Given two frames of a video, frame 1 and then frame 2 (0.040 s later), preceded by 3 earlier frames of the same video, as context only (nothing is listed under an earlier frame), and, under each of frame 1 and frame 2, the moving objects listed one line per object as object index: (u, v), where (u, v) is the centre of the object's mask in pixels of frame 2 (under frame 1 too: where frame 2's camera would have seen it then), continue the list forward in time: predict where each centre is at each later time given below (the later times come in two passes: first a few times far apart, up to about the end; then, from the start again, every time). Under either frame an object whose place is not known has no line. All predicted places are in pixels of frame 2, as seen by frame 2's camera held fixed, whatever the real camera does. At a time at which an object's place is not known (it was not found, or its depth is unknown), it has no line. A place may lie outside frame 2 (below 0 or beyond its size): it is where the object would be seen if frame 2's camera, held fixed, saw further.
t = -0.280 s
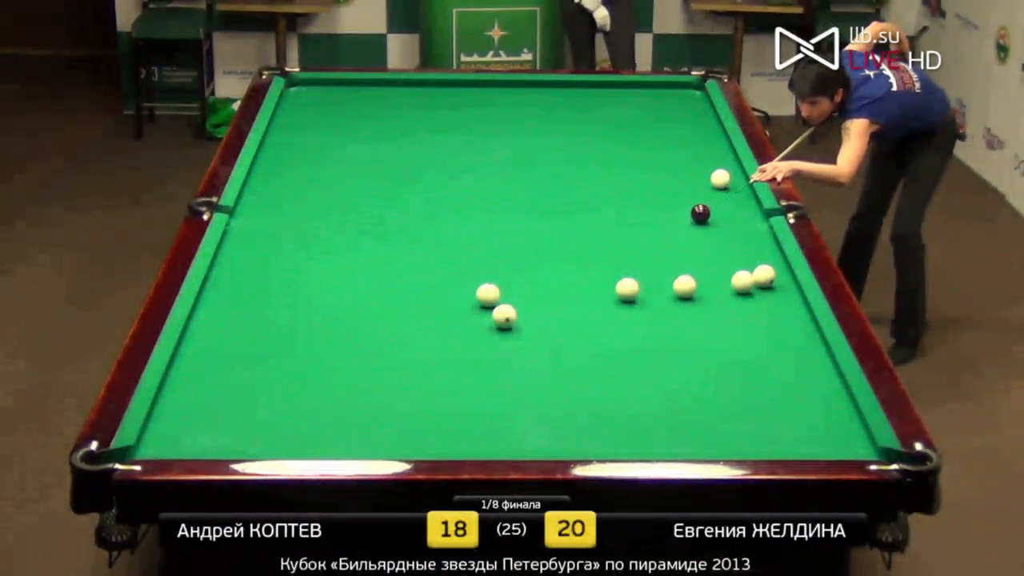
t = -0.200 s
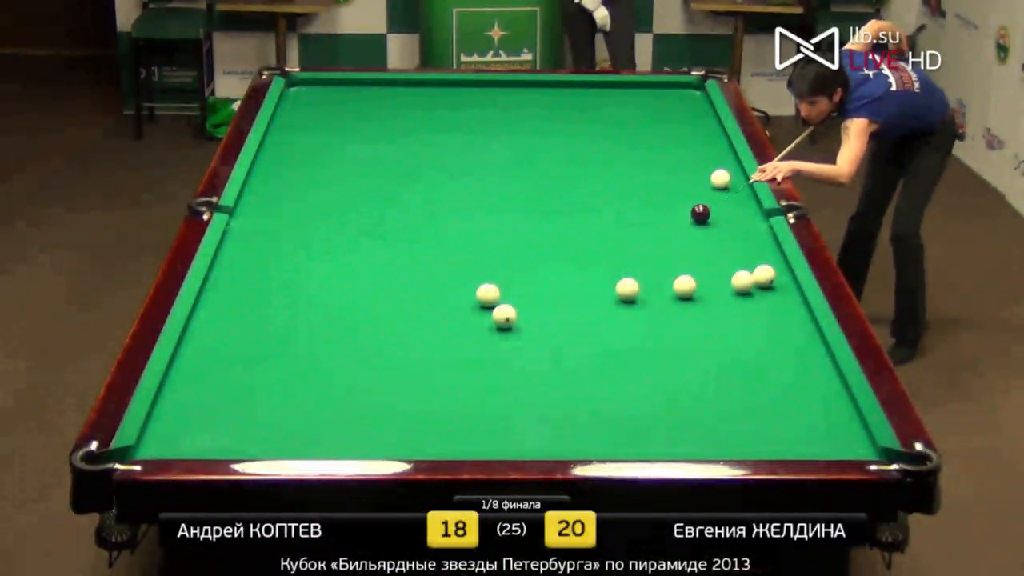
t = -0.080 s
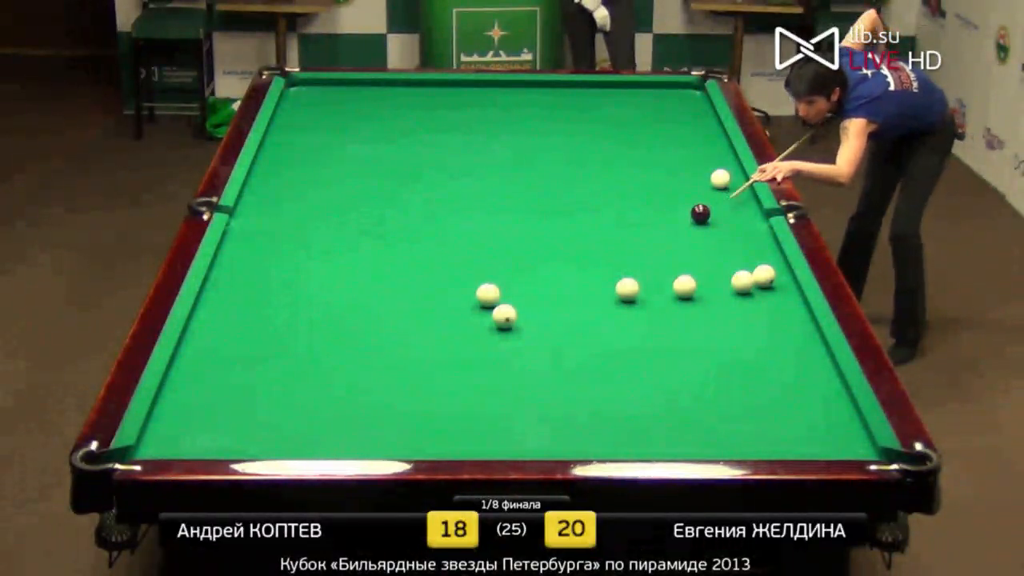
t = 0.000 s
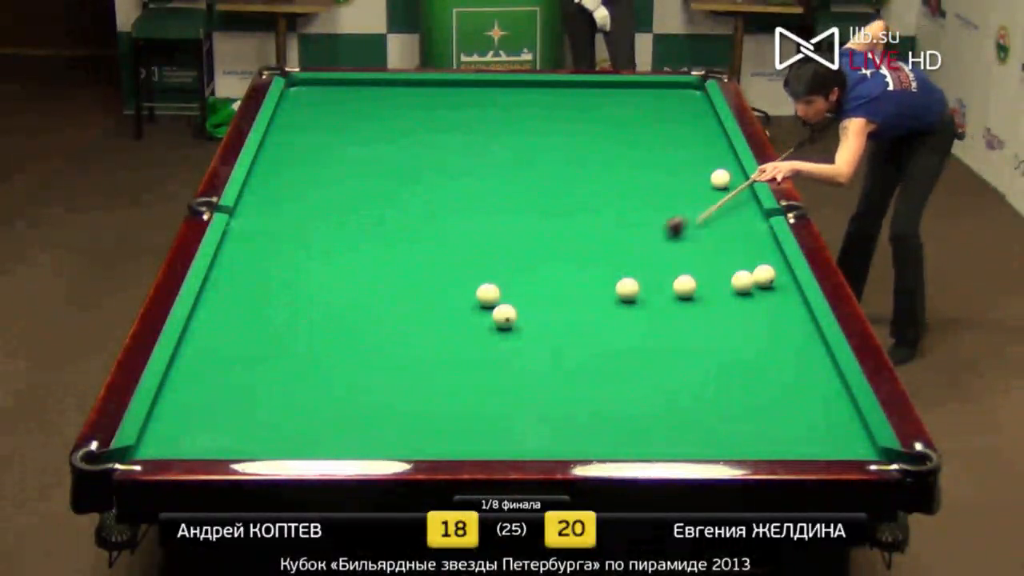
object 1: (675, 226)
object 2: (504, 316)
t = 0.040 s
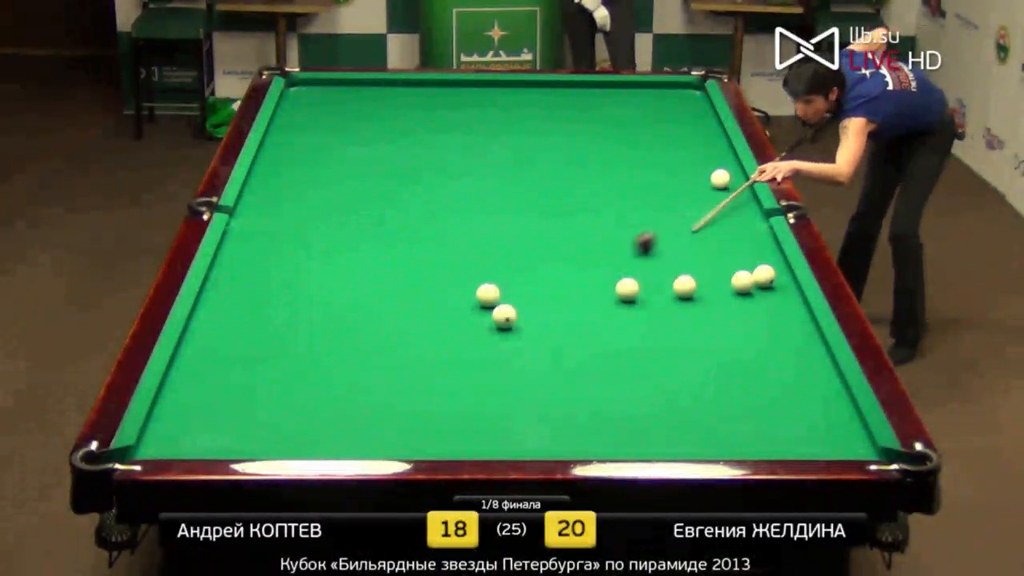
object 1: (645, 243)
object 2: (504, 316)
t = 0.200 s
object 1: (521, 312)
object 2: (492, 319)
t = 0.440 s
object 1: (562, 324)
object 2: (204, 424)
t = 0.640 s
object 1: (596, 331)
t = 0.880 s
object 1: (636, 340)
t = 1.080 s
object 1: (669, 348)
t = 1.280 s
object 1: (701, 355)
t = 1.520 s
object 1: (740, 363)
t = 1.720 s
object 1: (772, 370)
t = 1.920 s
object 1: (803, 377)
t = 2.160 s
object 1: (832, 385)
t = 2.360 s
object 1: (820, 387)
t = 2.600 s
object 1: (806, 390)
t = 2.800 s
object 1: (796, 392)
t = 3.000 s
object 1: (787, 394)
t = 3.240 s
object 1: (776, 396)
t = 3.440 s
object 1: (767, 398)
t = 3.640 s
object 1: (760, 399)
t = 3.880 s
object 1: (752, 401)
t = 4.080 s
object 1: (746, 402)
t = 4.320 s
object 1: (740, 403)
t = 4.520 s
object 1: (736, 404)
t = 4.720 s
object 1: (733, 404)
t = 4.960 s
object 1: (730, 405)
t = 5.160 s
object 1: (729, 405)
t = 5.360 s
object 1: (729, 405)
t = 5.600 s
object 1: (729, 405)
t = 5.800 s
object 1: (729, 405)
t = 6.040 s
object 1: (729, 405)
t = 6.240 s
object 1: (729, 405)
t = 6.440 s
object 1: (729, 405)
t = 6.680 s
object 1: (729, 405)
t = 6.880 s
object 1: (729, 405)
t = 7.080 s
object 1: (729, 405)
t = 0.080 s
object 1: (612, 260)
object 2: (504, 316)
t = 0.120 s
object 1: (579, 278)
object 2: (504, 316)
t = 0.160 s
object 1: (545, 296)
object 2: (504, 316)
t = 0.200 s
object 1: (521, 312)
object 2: (492, 319)
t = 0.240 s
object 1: (528, 315)
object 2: (448, 335)
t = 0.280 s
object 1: (536, 318)
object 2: (402, 351)
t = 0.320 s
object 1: (542, 320)
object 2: (354, 369)
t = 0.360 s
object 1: (549, 321)
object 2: (306, 387)
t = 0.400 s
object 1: (556, 323)
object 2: (255, 405)
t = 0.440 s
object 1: (562, 324)
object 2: (204, 424)
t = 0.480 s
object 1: (569, 326)
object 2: (150, 443)
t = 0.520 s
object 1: (576, 327)
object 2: (123, 456)
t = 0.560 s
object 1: (583, 328)
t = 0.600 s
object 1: (589, 330)
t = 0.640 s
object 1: (596, 331)
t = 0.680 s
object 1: (603, 333)
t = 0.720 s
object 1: (609, 335)
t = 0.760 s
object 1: (616, 336)
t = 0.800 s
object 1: (622, 337)
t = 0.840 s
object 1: (629, 339)
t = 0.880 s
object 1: (636, 340)
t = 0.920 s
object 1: (642, 342)
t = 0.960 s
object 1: (649, 343)
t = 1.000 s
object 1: (655, 345)
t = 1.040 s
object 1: (662, 346)
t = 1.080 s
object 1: (669, 348)
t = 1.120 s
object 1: (675, 349)
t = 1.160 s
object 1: (682, 350)
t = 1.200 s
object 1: (688, 352)
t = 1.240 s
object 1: (695, 353)
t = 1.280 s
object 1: (701, 355)
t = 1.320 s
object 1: (708, 356)
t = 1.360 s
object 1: (714, 358)
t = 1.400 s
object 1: (721, 359)
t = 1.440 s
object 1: (727, 361)
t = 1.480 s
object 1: (734, 362)
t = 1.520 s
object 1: (740, 363)
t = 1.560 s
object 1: (746, 365)
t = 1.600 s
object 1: (753, 366)
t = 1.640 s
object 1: (759, 368)
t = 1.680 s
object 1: (765, 369)
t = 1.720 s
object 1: (772, 370)
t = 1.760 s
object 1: (778, 372)
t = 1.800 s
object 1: (784, 373)
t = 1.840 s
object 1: (791, 374)
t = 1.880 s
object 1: (797, 376)
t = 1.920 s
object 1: (803, 377)
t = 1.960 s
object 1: (809, 378)
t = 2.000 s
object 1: (815, 380)
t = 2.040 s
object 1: (821, 382)
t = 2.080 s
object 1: (828, 383)
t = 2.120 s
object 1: (833, 384)
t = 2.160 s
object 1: (832, 385)
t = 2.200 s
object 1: (829, 385)
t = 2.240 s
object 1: (827, 386)
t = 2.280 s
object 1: (825, 386)
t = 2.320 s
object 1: (822, 387)
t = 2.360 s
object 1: (820, 387)
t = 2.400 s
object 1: (817, 387)
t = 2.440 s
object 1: (815, 388)
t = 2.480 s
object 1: (813, 388)
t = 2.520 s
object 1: (811, 389)
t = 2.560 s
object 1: (808, 389)
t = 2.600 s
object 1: (806, 390)
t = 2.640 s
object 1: (804, 390)
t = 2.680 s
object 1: (803, 391)
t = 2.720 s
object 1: (800, 391)
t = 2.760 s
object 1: (798, 391)
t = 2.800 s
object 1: (796, 392)
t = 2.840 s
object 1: (794, 392)
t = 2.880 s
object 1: (792, 393)
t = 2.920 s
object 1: (790, 393)
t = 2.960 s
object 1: (788, 394)
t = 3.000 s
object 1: (787, 394)
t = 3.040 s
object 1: (785, 394)
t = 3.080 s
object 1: (783, 395)
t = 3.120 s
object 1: (781, 395)
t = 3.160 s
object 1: (779, 395)
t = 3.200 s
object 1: (777, 396)
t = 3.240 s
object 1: (776, 396)
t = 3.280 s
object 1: (774, 396)
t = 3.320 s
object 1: (772, 397)
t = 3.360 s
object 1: (771, 397)
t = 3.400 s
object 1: (769, 397)
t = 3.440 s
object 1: (767, 398)
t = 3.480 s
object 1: (766, 398)
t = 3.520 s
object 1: (764, 398)
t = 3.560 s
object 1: (763, 399)
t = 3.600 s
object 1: (762, 399)
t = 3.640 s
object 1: (760, 399)
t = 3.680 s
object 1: (759, 399)
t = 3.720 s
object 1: (757, 400)
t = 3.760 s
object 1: (756, 400)
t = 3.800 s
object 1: (754, 400)
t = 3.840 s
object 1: (753, 400)
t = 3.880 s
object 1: (752, 401)
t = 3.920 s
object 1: (751, 401)
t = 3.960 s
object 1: (749, 401)
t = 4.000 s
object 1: (748, 401)
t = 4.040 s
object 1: (747, 401)
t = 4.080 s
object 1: (746, 402)
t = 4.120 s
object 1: (745, 402)
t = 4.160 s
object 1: (744, 402)
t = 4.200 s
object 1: (743, 402)
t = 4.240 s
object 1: (742, 402)
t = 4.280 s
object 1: (741, 403)
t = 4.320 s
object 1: (740, 403)
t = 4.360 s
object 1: (739, 403)
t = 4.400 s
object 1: (738, 403)
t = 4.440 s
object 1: (737, 403)
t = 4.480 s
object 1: (736, 403)
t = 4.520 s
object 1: (736, 404)
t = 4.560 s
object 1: (735, 404)
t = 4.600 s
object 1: (734, 404)
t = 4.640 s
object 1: (734, 404)
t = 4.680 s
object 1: (733, 404)
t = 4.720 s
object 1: (733, 404)
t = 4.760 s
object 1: (732, 404)
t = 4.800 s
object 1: (732, 404)
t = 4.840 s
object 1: (731, 404)
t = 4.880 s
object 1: (731, 404)
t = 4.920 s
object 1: (731, 404)
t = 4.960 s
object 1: (730, 405)
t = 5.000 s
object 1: (730, 405)
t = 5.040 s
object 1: (730, 405)
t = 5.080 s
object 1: (730, 405)
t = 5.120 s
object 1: (729, 405)
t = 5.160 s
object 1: (729, 405)
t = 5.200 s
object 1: (729, 405)
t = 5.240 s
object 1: (729, 405)
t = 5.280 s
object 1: (729, 405)
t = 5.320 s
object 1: (729, 405)
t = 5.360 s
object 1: (729, 405)
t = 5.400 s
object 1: (729, 405)
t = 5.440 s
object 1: (729, 405)
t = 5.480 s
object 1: (729, 405)
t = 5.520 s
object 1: (729, 405)
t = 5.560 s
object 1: (729, 405)
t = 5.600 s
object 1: (729, 405)
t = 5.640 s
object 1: (729, 405)
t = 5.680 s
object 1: (729, 405)
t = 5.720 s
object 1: (729, 405)
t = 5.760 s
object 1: (729, 405)
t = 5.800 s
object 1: (729, 405)
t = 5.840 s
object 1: (729, 405)
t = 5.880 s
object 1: (729, 405)
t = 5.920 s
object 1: (729, 405)
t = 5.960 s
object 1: (729, 405)
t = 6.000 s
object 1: (729, 405)
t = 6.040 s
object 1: (729, 405)
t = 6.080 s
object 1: (729, 405)
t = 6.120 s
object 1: (729, 405)
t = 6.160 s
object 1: (729, 405)
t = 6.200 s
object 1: (729, 405)
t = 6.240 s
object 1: (729, 405)
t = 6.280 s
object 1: (729, 405)
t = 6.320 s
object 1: (729, 405)
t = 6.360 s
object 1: (729, 405)
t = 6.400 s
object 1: (729, 405)
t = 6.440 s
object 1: (729, 405)
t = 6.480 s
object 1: (729, 405)
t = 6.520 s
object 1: (729, 405)
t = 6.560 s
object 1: (729, 405)
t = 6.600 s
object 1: (729, 405)
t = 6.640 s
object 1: (729, 405)
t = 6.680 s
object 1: (729, 405)
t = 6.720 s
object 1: (729, 405)
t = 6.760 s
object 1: (729, 405)
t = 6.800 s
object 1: (729, 405)
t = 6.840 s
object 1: (729, 405)
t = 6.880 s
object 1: (729, 405)
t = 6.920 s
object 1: (729, 405)
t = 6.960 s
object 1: (729, 405)
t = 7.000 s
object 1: (729, 405)
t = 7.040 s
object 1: (729, 405)
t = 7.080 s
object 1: (729, 405)
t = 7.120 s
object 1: (729, 405)
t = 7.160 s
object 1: (729, 405)
